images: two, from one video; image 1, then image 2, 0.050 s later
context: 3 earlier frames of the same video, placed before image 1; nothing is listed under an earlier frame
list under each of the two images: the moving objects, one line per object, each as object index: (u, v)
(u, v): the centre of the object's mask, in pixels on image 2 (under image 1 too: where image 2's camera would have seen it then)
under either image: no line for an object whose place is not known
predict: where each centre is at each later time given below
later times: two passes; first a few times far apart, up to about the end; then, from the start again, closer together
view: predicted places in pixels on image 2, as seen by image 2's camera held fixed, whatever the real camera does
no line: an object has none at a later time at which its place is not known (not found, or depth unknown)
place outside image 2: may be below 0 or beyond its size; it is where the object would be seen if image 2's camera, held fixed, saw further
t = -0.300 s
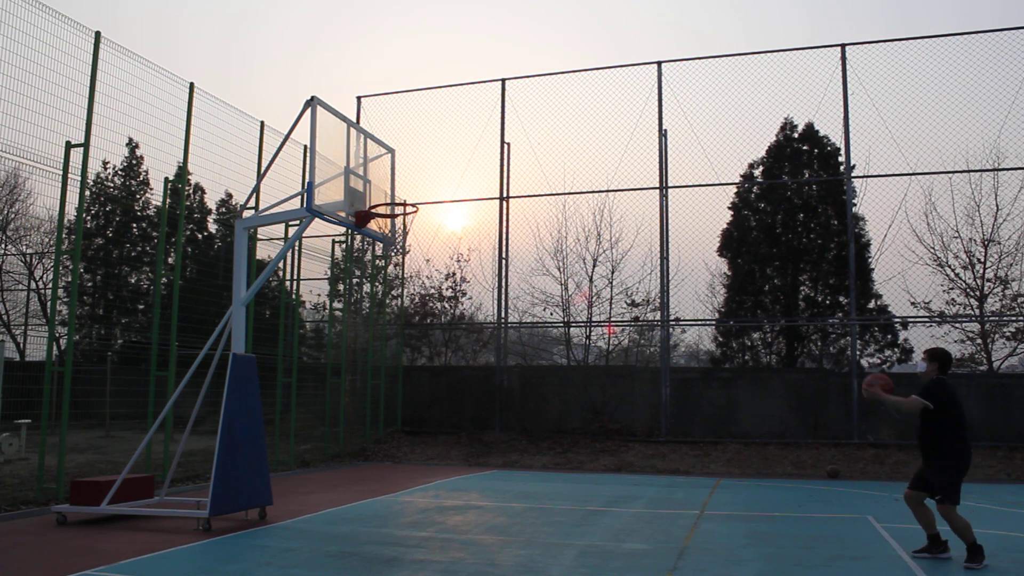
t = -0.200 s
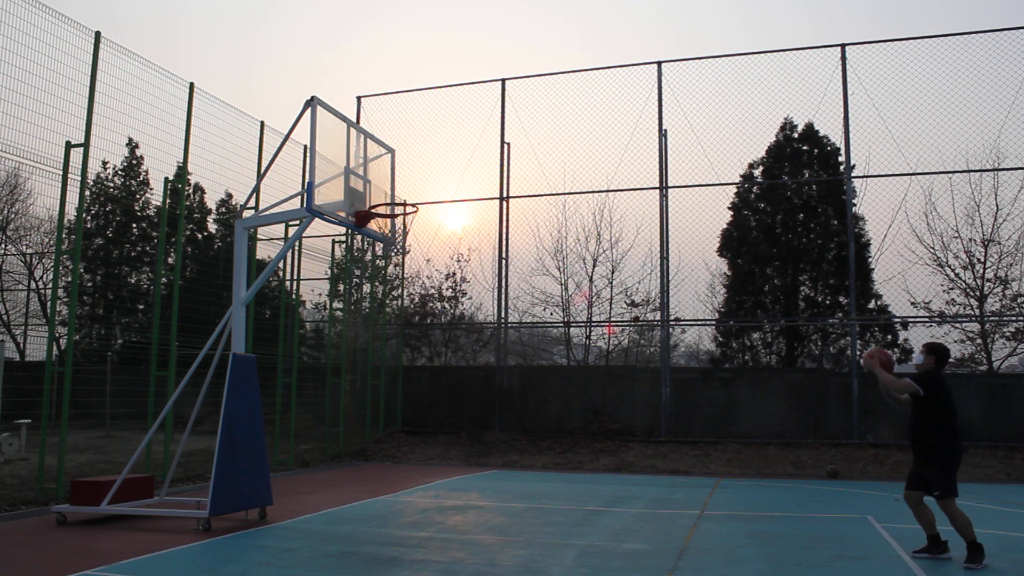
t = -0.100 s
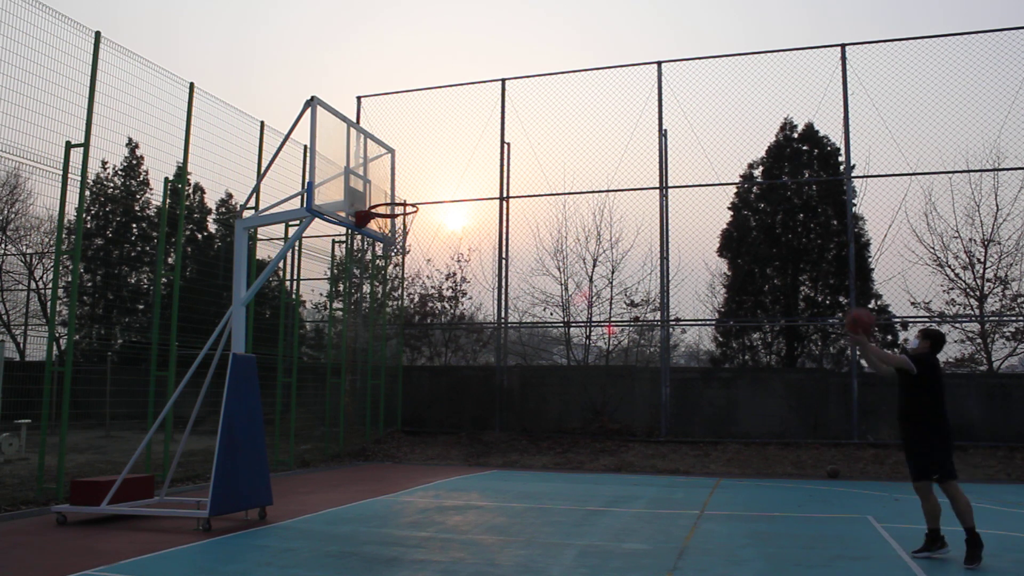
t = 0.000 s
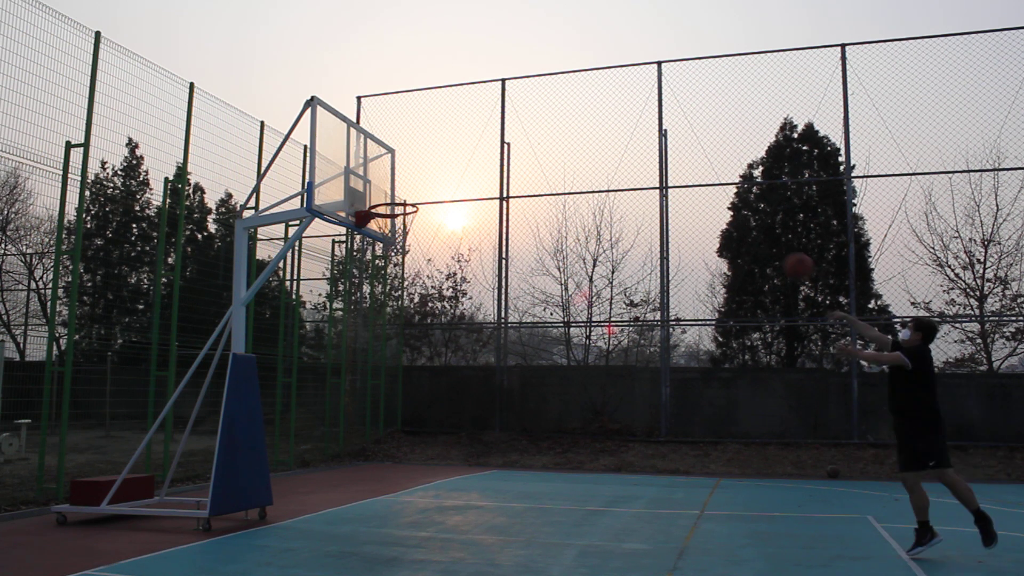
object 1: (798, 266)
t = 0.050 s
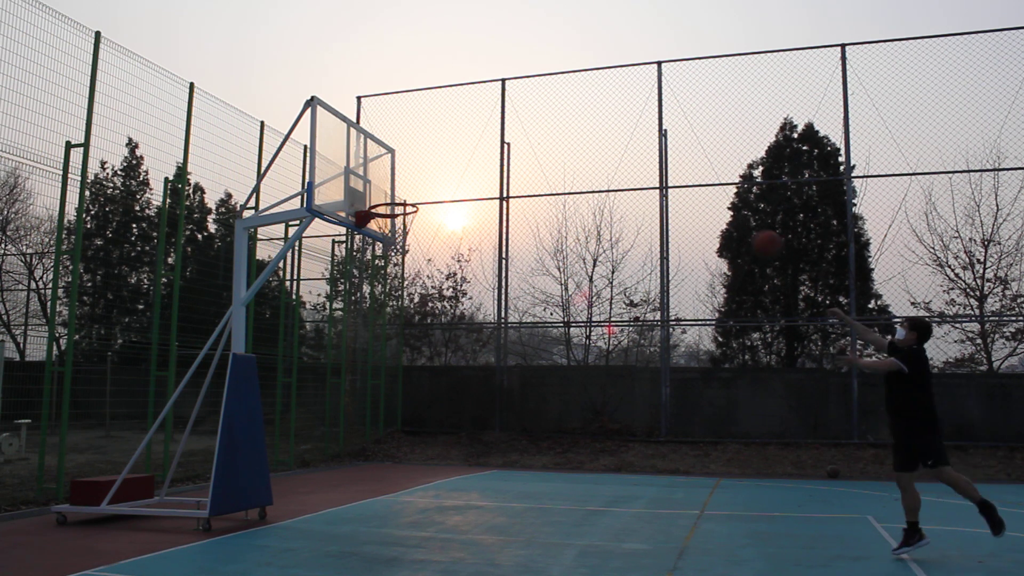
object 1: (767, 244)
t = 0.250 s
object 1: (646, 183)
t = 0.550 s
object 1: (480, 174)
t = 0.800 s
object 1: (409, 170)
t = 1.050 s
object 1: (390, 169)
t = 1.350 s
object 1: (353, 181)
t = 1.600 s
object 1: (369, 197)
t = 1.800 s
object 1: (381, 260)
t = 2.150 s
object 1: (402, 497)
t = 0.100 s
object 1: (737, 224)
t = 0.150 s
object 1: (705, 208)
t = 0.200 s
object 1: (676, 194)
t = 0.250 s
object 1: (646, 183)
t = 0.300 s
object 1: (617, 175)
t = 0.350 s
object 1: (589, 169)
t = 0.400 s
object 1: (561, 167)
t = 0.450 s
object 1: (534, 166)
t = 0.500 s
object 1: (507, 169)
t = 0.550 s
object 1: (480, 174)
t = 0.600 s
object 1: (453, 181)
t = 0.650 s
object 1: (427, 190)
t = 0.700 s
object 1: (416, 188)
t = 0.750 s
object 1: (412, 178)
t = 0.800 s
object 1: (409, 170)
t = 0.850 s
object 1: (405, 165)
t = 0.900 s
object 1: (402, 162)
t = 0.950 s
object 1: (398, 162)
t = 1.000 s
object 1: (394, 164)
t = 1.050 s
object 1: (390, 169)
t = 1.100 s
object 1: (386, 176)
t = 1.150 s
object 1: (382, 186)
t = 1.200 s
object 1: (376, 190)
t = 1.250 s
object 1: (369, 184)
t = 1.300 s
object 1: (361, 182)
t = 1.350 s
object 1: (353, 181)
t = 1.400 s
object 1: (356, 179)
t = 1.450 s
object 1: (359, 180)
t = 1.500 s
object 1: (363, 184)
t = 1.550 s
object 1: (366, 189)
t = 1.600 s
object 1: (369, 197)
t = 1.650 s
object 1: (373, 208)
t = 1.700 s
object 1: (376, 222)
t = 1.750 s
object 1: (379, 240)
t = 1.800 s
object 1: (381, 260)
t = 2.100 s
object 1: (399, 451)
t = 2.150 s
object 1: (402, 497)
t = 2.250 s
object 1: (407, 497)
